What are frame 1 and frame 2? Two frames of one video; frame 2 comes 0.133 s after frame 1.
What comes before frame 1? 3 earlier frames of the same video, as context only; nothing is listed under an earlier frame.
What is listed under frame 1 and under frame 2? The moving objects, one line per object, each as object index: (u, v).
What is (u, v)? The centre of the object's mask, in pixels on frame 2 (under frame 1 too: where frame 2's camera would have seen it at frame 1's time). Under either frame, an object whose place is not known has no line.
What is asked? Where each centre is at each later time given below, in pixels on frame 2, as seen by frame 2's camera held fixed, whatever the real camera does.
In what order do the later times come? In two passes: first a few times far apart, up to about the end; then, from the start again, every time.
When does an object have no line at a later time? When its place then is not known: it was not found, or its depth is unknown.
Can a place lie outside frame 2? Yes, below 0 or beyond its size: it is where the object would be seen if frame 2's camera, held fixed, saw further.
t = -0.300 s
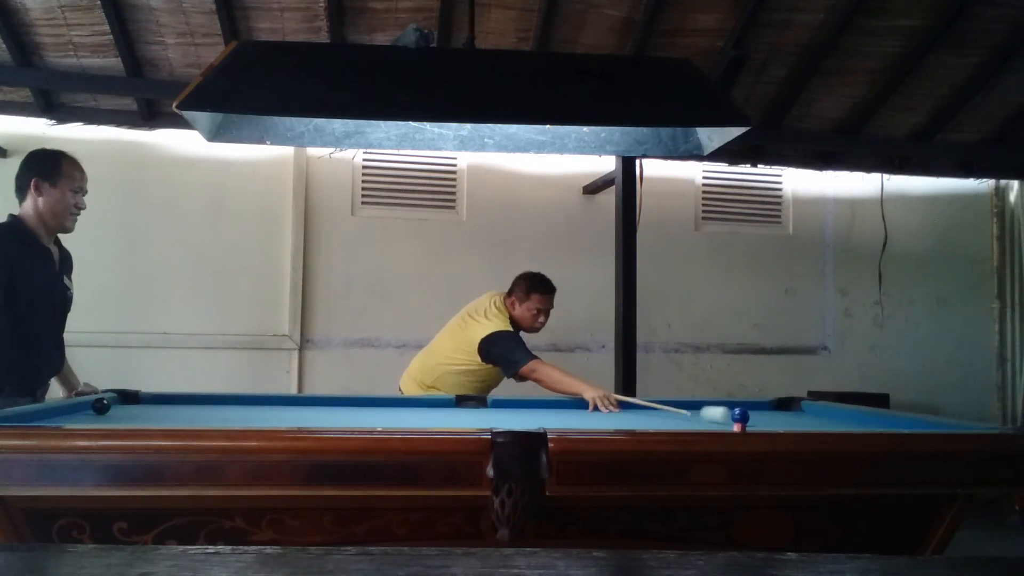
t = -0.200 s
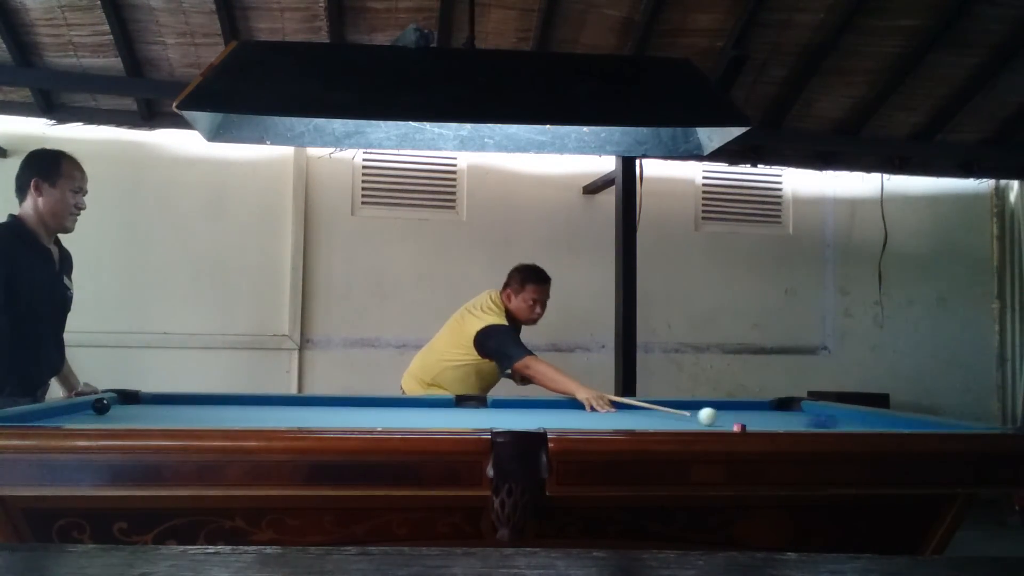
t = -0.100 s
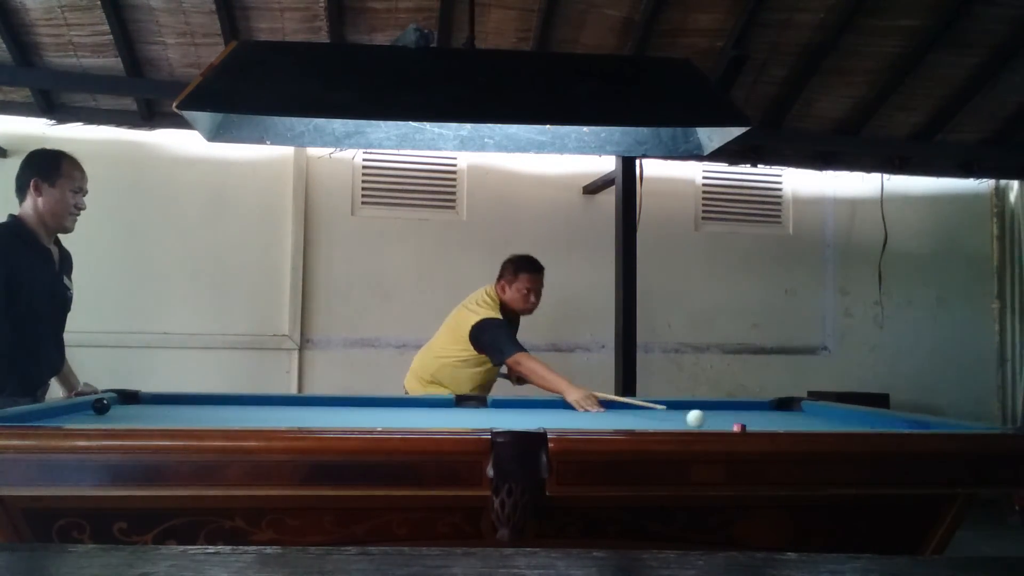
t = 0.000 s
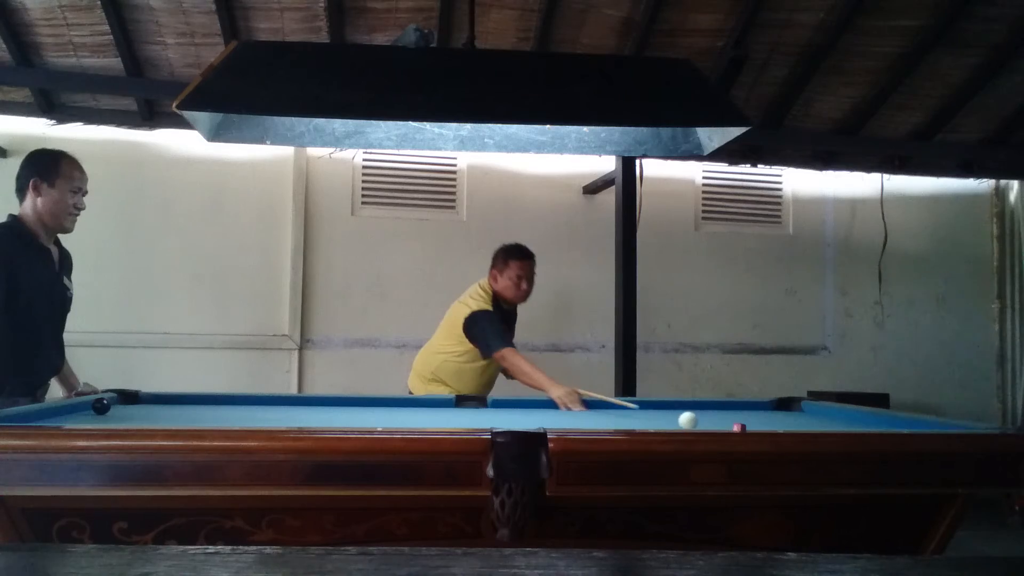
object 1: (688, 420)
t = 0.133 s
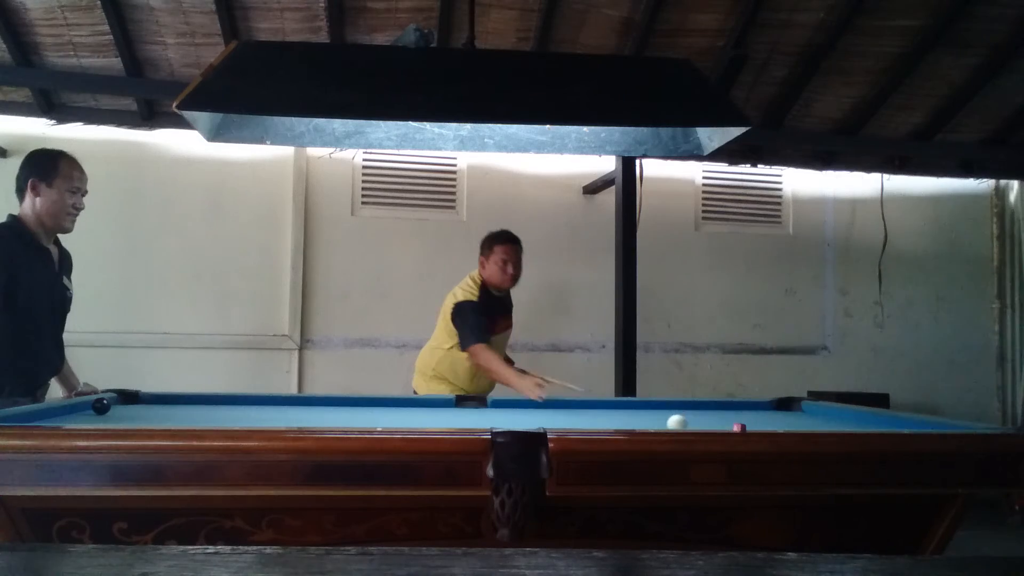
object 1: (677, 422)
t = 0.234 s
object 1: (668, 424)
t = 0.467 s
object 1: (639, 426)
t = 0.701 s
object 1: (576, 423)
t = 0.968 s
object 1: (512, 421)
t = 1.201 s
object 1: (462, 419)
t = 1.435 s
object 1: (418, 417)
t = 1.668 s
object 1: (379, 414)
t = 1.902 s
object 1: (342, 411)
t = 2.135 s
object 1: (309, 409)
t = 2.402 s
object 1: (275, 407)
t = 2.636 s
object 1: (248, 404)
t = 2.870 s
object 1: (224, 403)
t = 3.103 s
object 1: (202, 401)
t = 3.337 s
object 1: (183, 399)
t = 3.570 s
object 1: (165, 398)
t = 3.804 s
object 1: (150, 397)
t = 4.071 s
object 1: (135, 398)
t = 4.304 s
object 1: (127, 398)
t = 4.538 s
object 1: (131, 398)
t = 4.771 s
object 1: (135, 398)
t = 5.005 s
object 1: (137, 398)
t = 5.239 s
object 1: (139, 399)
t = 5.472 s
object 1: (140, 398)
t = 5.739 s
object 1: (139, 399)
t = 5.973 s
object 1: (139, 398)
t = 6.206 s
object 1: (139, 398)
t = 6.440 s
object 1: (139, 398)
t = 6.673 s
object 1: (139, 398)
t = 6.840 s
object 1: (139, 398)
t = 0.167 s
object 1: (674, 423)
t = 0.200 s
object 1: (671, 423)
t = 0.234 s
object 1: (668, 424)
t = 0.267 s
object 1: (665, 424)
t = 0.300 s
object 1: (661, 424)
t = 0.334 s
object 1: (658, 425)
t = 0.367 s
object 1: (655, 425)
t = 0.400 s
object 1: (652, 426)
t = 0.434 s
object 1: (648, 426)
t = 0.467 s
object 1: (639, 426)
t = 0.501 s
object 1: (629, 426)
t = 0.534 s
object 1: (619, 425)
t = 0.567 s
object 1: (611, 424)
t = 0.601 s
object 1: (602, 424)
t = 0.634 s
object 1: (593, 424)
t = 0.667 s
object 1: (585, 424)
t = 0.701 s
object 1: (576, 423)
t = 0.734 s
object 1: (567, 423)
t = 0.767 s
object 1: (559, 423)
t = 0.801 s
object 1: (551, 422)
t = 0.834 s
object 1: (543, 422)
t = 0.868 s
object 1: (535, 422)
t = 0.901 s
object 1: (527, 422)
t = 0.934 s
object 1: (520, 422)
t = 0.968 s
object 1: (512, 421)
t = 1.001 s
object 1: (504, 421)
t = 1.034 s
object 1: (497, 421)
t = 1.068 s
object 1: (490, 420)
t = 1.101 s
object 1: (483, 419)
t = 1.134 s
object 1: (476, 419)
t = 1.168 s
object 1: (470, 419)
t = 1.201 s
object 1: (462, 419)
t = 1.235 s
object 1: (456, 418)
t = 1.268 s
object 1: (449, 418)
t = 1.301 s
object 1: (442, 418)
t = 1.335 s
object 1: (436, 418)
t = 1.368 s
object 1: (431, 418)
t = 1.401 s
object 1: (424, 417)
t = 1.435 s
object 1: (418, 417)
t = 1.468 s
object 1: (412, 417)
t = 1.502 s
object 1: (406, 416)
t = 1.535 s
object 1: (401, 416)
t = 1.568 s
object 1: (395, 416)
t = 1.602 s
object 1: (389, 415)
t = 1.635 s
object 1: (384, 415)
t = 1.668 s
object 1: (379, 414)
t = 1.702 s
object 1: (373, 414)
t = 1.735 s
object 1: (368, 414)
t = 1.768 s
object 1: (362, 413)
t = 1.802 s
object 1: (357, 413)
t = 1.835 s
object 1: (352, 412)
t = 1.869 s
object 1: (347, 412)
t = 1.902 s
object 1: (342, 411)
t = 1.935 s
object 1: (337, 411)
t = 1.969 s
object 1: (333, 411)
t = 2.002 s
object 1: (328, 410)
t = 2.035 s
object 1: (323, 410)
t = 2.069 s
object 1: (318, 410)
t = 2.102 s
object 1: (314, 409)
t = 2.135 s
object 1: (309, 409)
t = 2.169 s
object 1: (305, 409)
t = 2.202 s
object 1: (300, 408)
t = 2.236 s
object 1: (296, 408)
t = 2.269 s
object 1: (292, 408)
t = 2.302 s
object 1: (287, 407)
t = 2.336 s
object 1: (283, 407)
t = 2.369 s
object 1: (279, 407)
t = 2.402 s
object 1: (275, 407)
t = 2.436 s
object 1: (271, 406)
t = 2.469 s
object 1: (267, 406)
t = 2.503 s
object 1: (263, 406)
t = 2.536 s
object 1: (259, 405)
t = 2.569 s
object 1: (255, 405)
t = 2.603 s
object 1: (252, 405)
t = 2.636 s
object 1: (248, 404)
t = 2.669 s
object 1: (244, 404)
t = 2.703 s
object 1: (241, 404)
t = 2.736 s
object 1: (237, 404)
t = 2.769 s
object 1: (234, 403)
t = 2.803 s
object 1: (230, 403)
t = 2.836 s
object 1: (227, 403)
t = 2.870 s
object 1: (224, 403)
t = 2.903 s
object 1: (221, 402)
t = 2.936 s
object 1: (218, 402)
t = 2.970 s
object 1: (214, 402)
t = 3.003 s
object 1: (211, 402)
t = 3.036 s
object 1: (208, 401)
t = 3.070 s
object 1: (205, 401)
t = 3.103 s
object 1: (202, 401)
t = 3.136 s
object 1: (200, 400)
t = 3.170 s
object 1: (197, 400)
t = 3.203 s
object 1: (194, 400)
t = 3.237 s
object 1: (191, 400)
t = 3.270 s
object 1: (188, 400)
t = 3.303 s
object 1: (186, 400)
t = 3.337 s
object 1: (183, 399)
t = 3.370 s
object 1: (180, 399)
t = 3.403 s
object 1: (178, 399)
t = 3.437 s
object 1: (175, 399)
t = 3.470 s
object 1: (173, 398)
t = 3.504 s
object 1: (170, 398)
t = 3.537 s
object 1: (168, 398)
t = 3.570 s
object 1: (165, 398)
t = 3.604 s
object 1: (163, 398)
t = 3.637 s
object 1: (161, 398)
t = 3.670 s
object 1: (158, 398)
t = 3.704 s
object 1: (156, 397)
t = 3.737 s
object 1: (154, 397)
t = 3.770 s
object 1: (152, 397)
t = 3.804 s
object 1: (150, 397)
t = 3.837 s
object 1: (148, 397)
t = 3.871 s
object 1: (146, 398)
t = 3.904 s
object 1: (144, 398)
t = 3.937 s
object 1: (142, 398)
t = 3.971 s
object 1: (140, 398)
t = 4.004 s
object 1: (138, 398)
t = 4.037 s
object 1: (137, 398)
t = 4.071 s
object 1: (135, 398)
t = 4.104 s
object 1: (133, 398)
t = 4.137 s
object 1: (131, 398)
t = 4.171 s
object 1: (130, 398)
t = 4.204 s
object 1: (128, 398)
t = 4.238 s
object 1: (126, 398)
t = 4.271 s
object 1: (126, 398)
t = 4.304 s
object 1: (127, 398)
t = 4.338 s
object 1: (127, 398)
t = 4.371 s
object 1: (128, 398)
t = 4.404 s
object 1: (129, 398)
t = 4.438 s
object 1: (129, 398)
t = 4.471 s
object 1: (130, 398)
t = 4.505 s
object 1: (130, 398)
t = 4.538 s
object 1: (131, 398)
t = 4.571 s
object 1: (131, 398)
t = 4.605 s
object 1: (132, 398)
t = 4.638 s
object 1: (133, 398)
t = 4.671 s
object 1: (133, 398)
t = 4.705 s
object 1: (134, 398)
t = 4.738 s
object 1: (134, 398)
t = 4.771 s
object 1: (135, 398)
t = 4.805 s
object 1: (135, 398)
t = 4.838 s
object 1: (135, 398)
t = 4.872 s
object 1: (136, 398)
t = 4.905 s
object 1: (136, 398)
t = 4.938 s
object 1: (136, 398)
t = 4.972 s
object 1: (137, 398)
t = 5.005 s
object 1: (137, 398)
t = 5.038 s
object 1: (137, 398)
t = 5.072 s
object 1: (137, 399)
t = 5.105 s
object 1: (138, 398)
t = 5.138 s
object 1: (138, 398)
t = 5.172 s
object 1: (138, 399)
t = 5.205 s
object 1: (138, 398)
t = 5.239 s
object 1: (139, 399)
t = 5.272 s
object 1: (139, 399)
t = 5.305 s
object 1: (139, 399)
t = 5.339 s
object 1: (139, 399)
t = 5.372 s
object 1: (139, 398)
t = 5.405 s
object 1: (140, 398)
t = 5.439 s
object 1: (140, 398)
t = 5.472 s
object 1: (140, 398)
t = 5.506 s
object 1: (140, 398)
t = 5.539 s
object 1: (140, 398)
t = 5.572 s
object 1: (140, 399)
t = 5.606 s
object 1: (140, 398)
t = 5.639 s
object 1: (139, 399)
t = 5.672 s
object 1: (139, 398)
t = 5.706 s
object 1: (139, 398)
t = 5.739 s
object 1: (139, 399)
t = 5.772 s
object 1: (139, 399)
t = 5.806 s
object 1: (139, 399)
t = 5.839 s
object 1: (139, 399)
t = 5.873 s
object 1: (139, 398)
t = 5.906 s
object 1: (139, 398)
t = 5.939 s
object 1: (139, 398)
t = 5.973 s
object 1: (139, 398)
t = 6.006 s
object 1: (139, 398)
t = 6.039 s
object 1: (139, 398)
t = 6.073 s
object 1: (139, 398)
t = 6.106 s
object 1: (139, 398)
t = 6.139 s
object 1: (139, 398)
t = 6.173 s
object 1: (139, 398)
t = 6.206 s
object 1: (139, 398)
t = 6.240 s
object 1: (139, 398)
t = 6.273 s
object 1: (139, 398)
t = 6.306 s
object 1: (139, 398)
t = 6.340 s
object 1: (139, 399)
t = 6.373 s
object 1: (139, 398)
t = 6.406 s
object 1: (139, 398)
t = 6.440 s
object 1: (139, 398)
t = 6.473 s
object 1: (139, 398)
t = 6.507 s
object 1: (139, 398)
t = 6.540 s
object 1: (139, 398)
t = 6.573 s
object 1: (139, 398)
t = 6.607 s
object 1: (139, 398)
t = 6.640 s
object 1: (139, 398)
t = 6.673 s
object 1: (139, 398)
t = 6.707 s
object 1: (139, 398)
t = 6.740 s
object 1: (139, 398)
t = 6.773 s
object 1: (139, 398)
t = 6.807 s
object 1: (139, 398)
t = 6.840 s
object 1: (139, 398)
